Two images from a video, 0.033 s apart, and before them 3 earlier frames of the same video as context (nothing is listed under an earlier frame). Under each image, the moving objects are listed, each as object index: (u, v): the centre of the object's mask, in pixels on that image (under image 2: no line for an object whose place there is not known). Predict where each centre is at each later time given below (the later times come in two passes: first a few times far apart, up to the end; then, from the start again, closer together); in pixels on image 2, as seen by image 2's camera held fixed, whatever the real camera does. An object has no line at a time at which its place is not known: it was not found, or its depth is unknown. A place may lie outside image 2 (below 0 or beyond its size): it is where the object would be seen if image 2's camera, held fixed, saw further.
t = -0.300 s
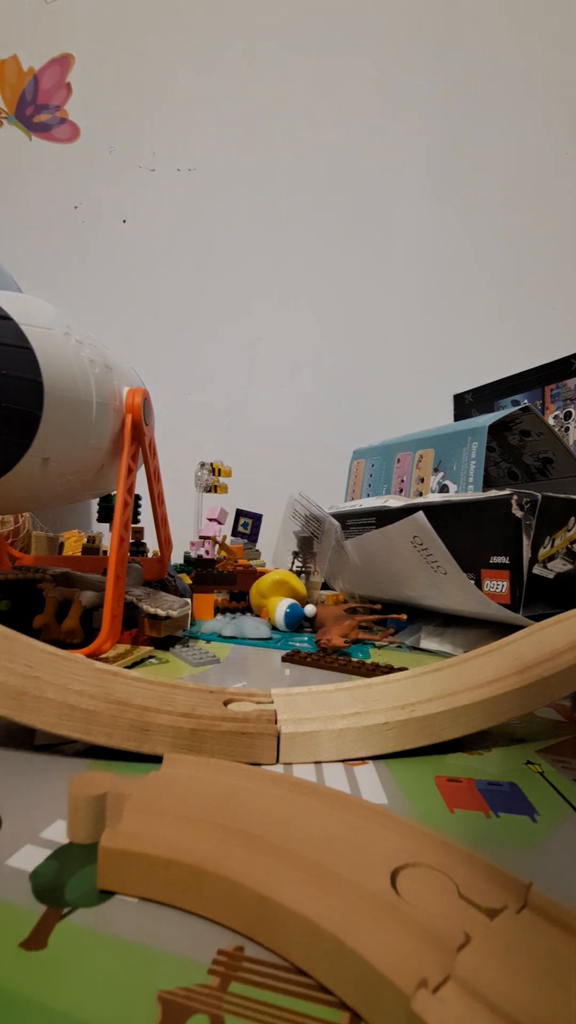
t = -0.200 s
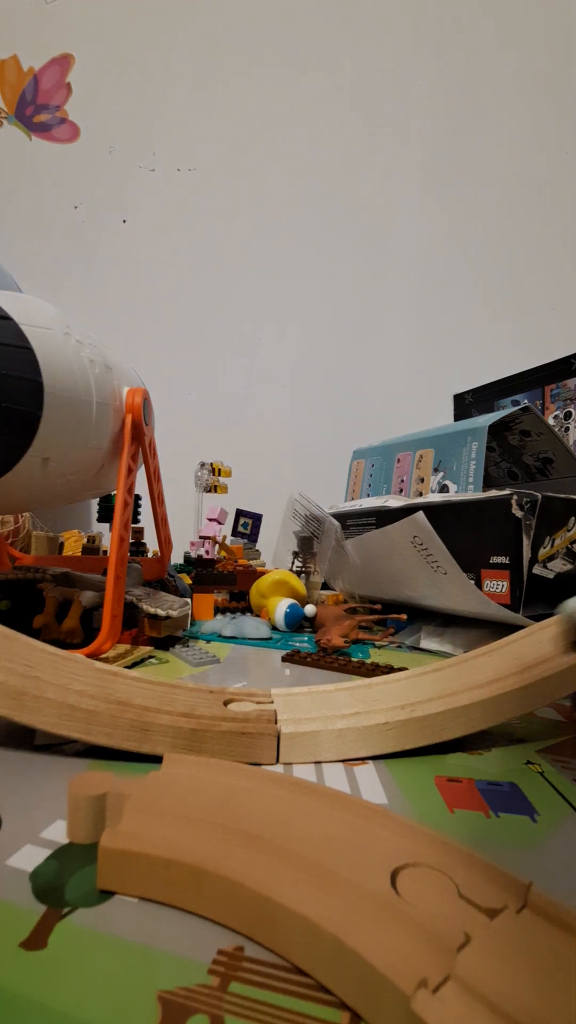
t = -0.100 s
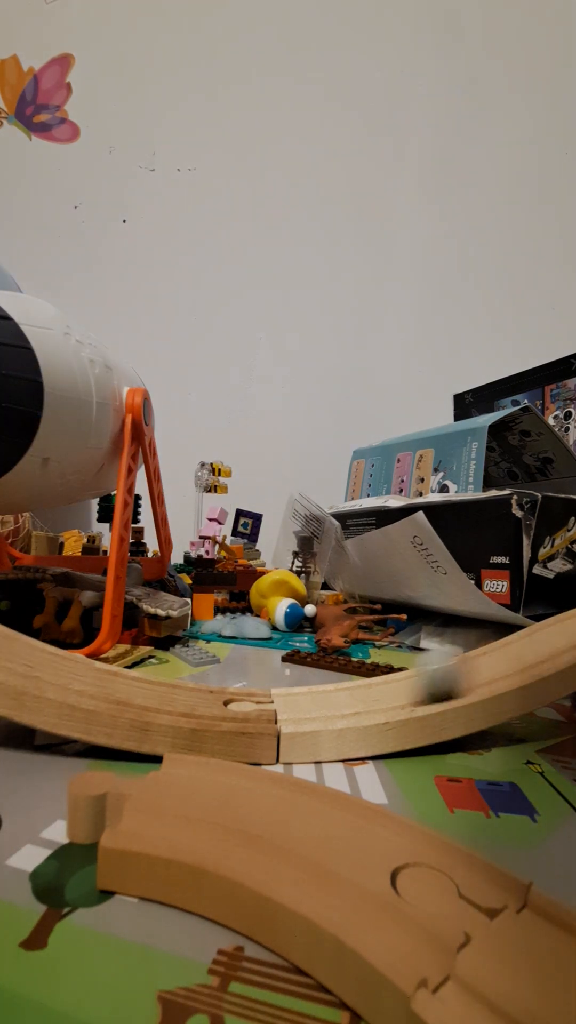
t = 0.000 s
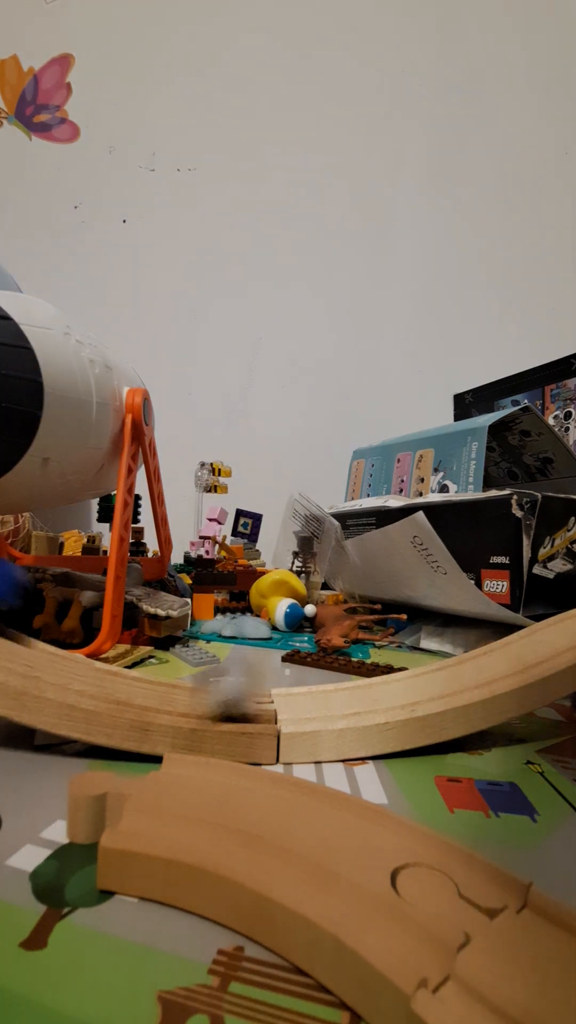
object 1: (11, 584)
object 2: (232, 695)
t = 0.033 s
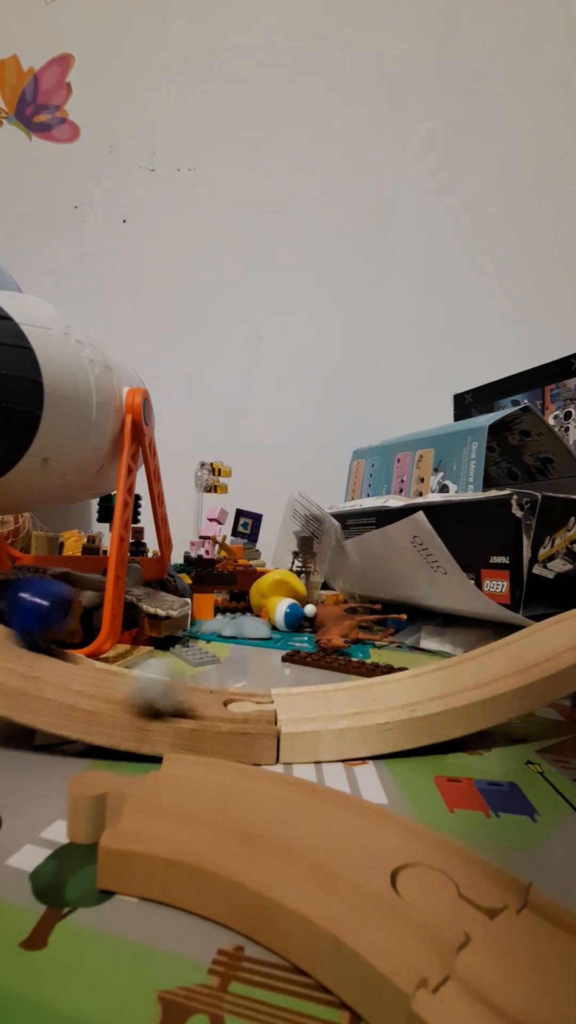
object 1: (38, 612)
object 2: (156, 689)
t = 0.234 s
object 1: (390, 650)
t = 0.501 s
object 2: (18, 644)
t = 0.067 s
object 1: (95, 625)
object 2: (86, 670)
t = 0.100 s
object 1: (152, 646)
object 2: (26, 649)
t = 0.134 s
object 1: (216, 659)
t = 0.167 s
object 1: (279, 664)
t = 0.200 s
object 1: (336, 659)
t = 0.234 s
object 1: (390, 650)
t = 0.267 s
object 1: (440, 639)
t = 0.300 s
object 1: (479, 628)
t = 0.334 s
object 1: (516, 612)
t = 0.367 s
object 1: (547, 599)
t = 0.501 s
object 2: (18, 644)
